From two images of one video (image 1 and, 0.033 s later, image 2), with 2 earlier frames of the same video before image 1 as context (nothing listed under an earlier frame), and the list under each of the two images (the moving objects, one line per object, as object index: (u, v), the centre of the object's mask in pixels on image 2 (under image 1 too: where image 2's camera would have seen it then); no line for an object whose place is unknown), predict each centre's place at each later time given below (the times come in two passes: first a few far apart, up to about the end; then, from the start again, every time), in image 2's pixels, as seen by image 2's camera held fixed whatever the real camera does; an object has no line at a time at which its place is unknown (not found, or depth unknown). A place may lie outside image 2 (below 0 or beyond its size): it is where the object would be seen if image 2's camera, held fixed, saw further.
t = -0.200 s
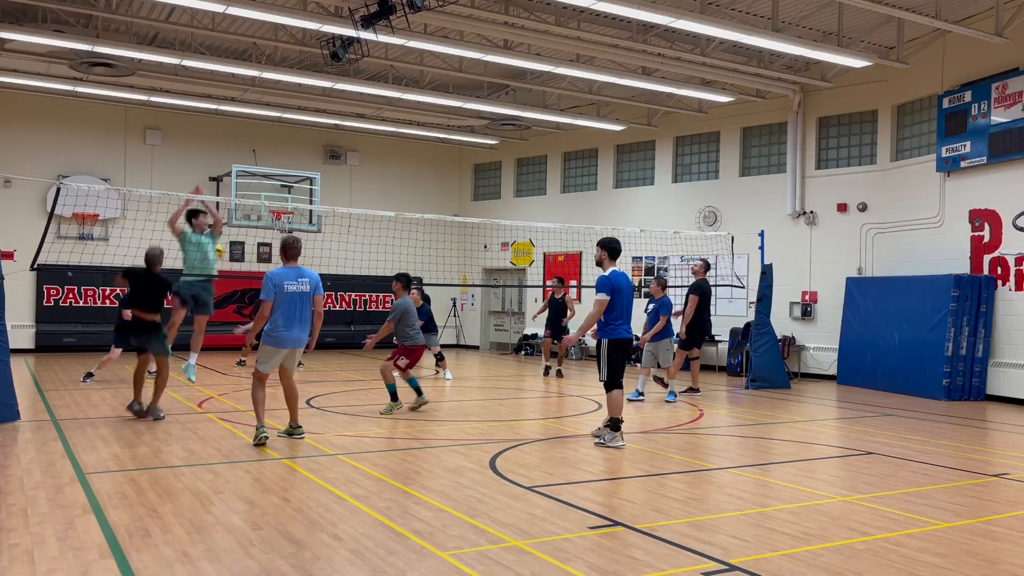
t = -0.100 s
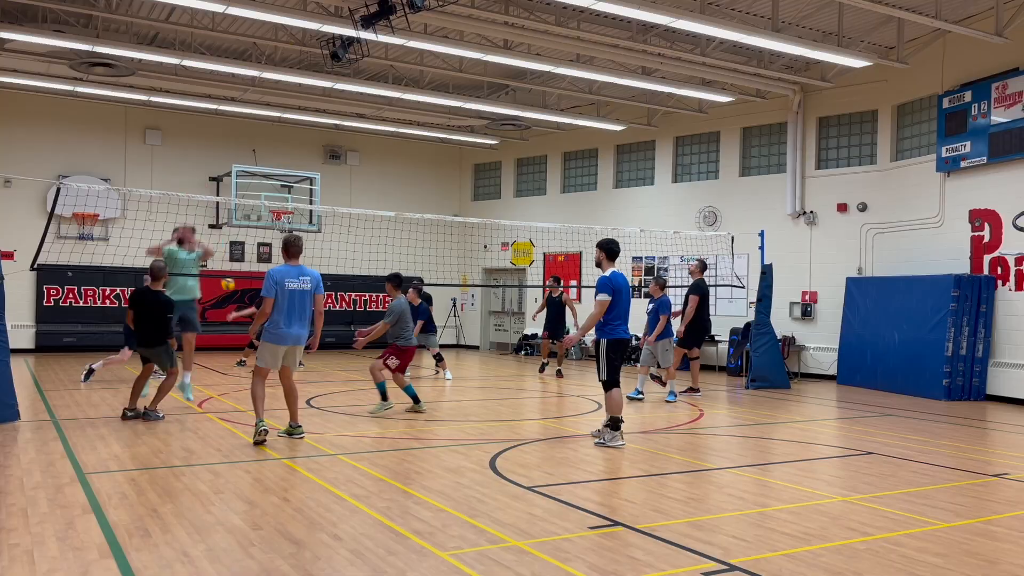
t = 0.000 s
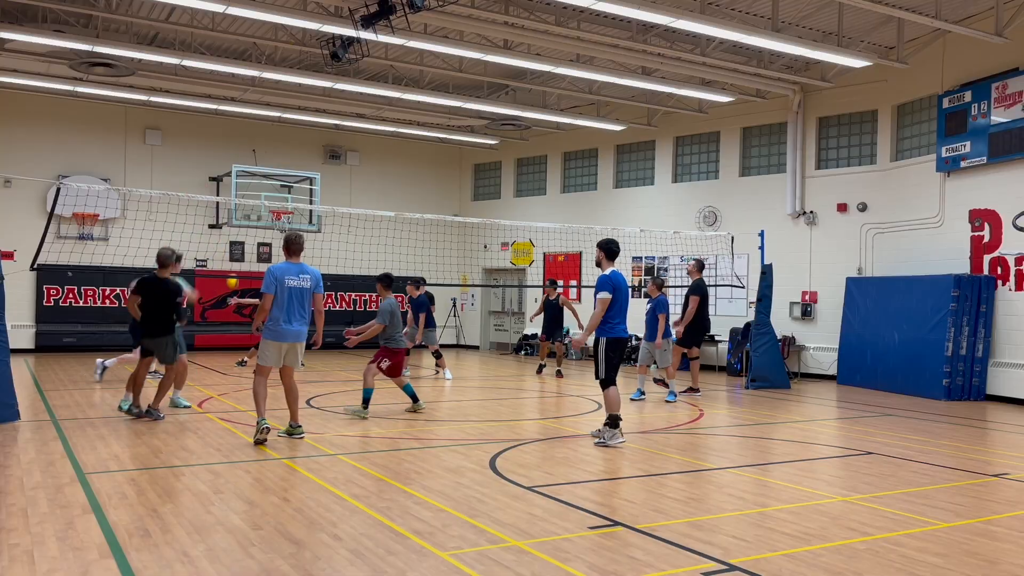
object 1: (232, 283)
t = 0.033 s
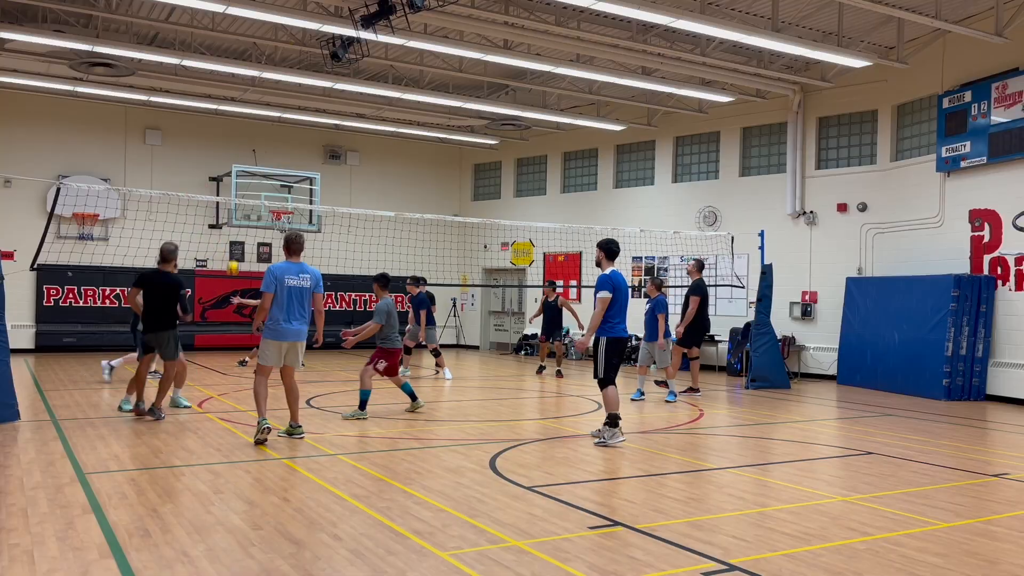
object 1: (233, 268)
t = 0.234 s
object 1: (236, 195)
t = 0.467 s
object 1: (238, 136)
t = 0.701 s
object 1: (240, 103)
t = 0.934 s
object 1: (242, 106)
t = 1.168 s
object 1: (244, 154)
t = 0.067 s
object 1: (233, 255)
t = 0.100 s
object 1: (233, 243)
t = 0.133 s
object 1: (233, 230)
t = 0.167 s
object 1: (235, 219)
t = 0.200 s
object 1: (235, 209)
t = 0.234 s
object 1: (236, 195)
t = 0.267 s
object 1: (235, 186)
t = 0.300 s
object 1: (235, 177)
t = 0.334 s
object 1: (236, 167)
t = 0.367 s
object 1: (236, 158)
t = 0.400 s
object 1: (237, 150)
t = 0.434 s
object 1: (238, 143)
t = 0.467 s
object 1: (238, 136)
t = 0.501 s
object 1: (238, 129)
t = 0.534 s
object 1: (239, 123)
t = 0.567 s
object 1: (239, 118)
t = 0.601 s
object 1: (239, 114)
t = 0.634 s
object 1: (240, 109)
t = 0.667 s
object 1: (240, 106)
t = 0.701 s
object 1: (240, 103)
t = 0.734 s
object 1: (240, 101)
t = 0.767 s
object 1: (241, 100)
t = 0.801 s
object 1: (241, 99)
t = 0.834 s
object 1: (241, 99)
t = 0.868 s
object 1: (242, 101)
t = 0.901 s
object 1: (242, 103)
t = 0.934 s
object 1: (242, 106)
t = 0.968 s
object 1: (243, 110)
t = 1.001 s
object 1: (243, 115)
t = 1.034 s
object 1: (243, 121)
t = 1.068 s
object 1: (244, 128)
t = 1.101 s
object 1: (244, 136)
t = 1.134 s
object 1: (244, 145)
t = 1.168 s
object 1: (244, 154)
